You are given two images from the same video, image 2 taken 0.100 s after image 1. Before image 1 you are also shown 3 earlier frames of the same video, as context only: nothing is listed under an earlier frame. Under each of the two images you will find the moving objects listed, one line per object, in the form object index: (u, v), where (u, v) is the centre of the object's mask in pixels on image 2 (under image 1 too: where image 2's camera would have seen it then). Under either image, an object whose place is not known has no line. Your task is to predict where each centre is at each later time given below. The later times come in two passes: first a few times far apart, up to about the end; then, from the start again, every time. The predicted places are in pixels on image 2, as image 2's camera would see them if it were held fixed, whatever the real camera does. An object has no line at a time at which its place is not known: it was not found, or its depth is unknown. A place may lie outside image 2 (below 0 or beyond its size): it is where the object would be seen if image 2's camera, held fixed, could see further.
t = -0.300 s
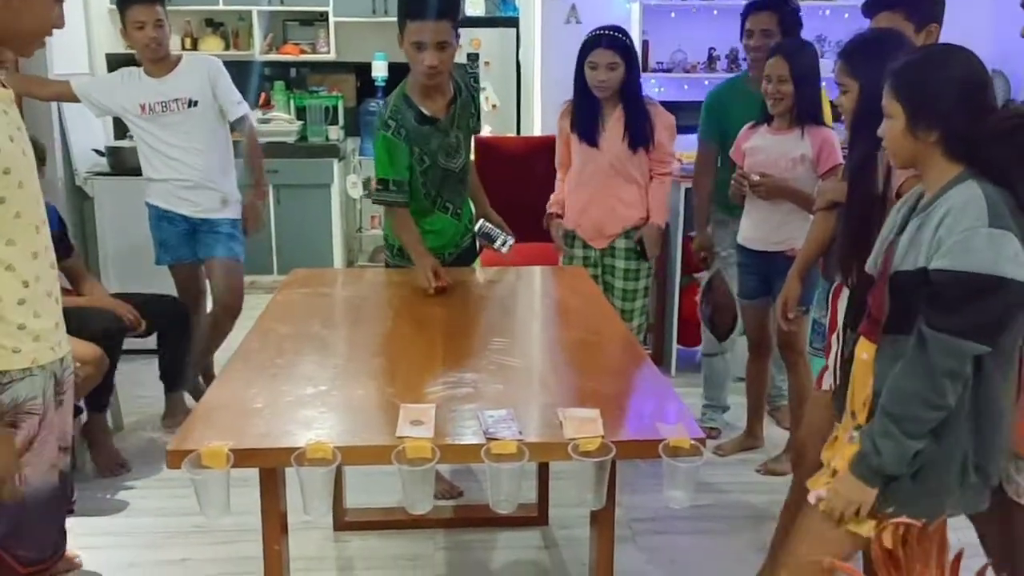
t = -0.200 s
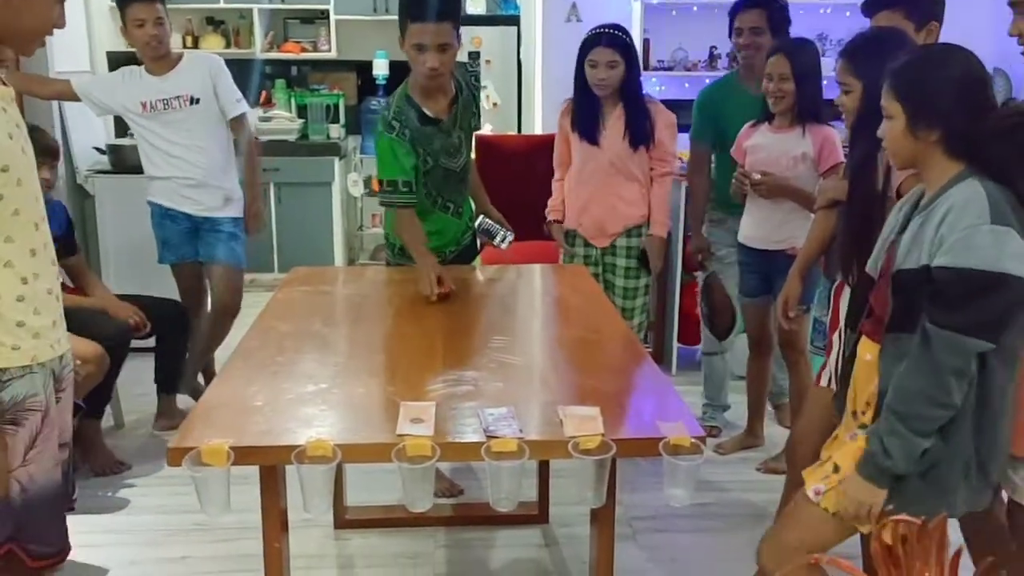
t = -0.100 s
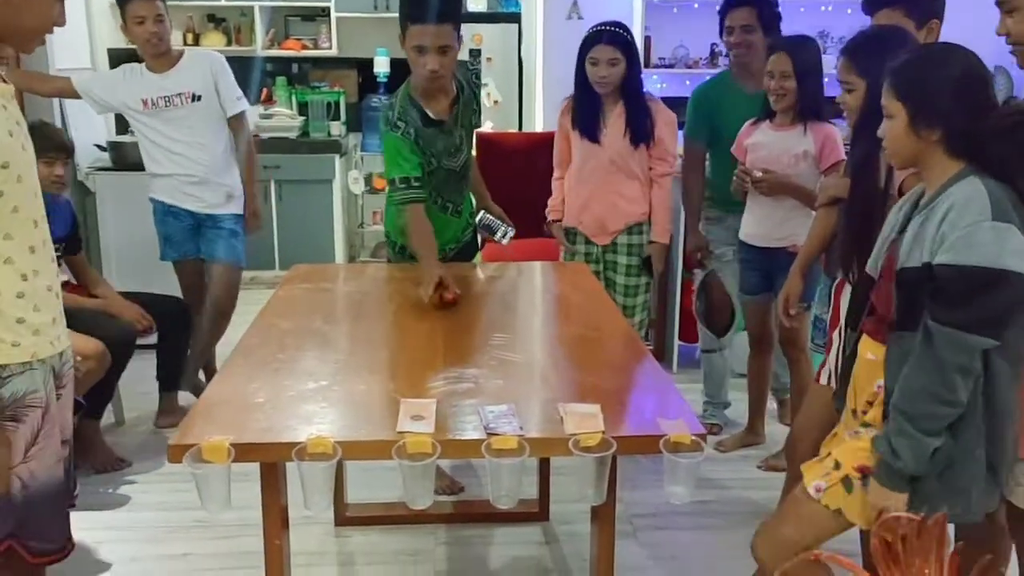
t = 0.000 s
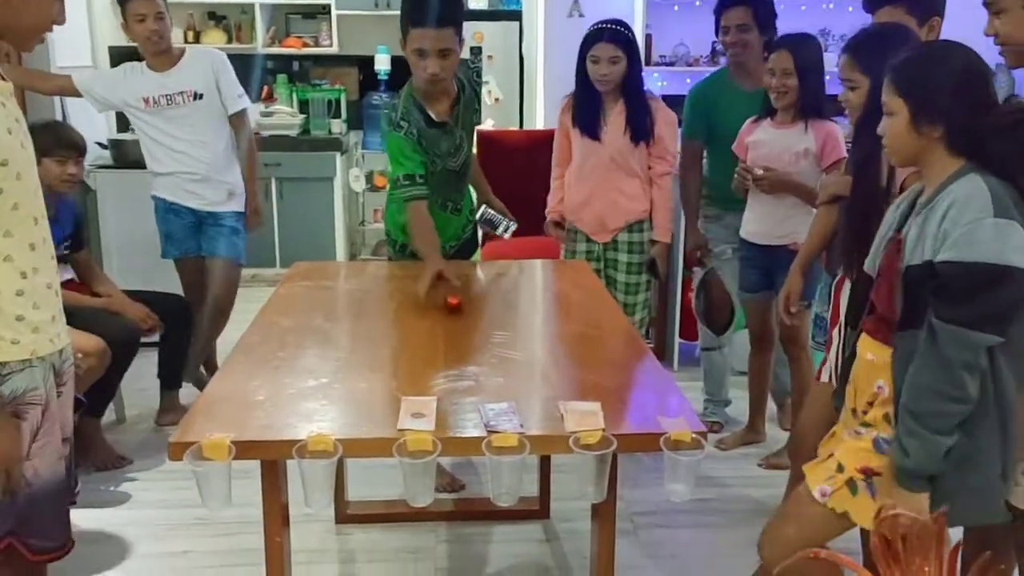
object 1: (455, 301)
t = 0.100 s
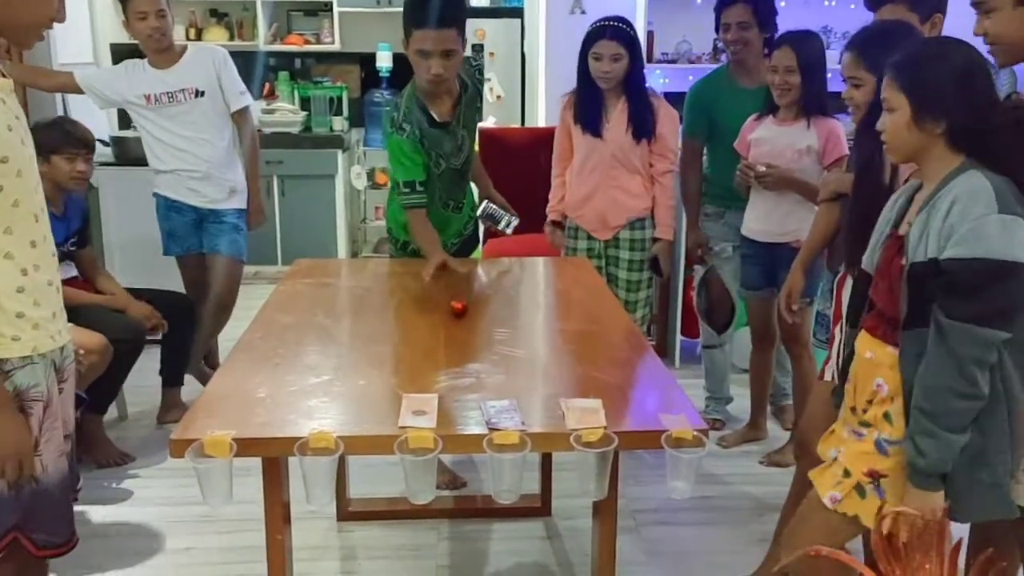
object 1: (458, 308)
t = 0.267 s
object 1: (461, 319)
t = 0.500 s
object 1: (462, 333)
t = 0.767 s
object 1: (460, 350)
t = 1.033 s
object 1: (456, 369)
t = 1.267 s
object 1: (453, 386)
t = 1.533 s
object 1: (456, 407)
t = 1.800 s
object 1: (469, 454)
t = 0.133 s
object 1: (458, 309)
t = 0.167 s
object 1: (459, 311)
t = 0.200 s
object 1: (461, 313)
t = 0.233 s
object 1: (460, 315)
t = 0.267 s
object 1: (461, 319)
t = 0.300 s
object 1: (461, 321)
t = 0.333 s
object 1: (461, 323)
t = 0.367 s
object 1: (461, 325)
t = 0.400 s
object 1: (462, 327)
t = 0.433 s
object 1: (462, 329)
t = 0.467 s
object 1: (462, 331)
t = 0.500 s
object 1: (462, 333)
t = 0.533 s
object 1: (462, 336)
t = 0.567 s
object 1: (462, 338)
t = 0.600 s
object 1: (462, 340)
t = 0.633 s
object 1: (462, 342)
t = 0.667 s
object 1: (462, 344)
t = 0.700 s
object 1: (461, 345)
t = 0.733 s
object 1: (461, 348)
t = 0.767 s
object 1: (460, 350)
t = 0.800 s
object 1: (460, 352)
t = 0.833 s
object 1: (459, 355)
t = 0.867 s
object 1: (458, 357)
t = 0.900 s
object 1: (458, 358)
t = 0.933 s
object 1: (458, 361)
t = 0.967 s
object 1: (457, 363)
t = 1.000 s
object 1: (457, 367)
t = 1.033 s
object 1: (456, 369)
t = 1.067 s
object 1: (456, 371)
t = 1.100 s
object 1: (456, 373)
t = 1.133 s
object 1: (455, 376)
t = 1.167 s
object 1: (454, 379)
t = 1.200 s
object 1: (454, 381)
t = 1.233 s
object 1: (453, 384)
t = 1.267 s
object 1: (453, 386)
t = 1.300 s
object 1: (454, 388)
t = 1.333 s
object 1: (454, 391)
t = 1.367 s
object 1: (454, 393)
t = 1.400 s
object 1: (455, 396)
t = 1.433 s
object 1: (455, 399)
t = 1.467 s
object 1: (455, 401)
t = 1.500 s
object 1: (455, 404)
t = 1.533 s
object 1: (456, 407)
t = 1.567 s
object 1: (457, 409)
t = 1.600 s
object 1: (458, 412)
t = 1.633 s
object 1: (459, 414)
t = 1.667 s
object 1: (461, 417)
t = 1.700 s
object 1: (462, 419)
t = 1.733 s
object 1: (465, 424)
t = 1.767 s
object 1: (467, 433)
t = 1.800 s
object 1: (469, 454)
